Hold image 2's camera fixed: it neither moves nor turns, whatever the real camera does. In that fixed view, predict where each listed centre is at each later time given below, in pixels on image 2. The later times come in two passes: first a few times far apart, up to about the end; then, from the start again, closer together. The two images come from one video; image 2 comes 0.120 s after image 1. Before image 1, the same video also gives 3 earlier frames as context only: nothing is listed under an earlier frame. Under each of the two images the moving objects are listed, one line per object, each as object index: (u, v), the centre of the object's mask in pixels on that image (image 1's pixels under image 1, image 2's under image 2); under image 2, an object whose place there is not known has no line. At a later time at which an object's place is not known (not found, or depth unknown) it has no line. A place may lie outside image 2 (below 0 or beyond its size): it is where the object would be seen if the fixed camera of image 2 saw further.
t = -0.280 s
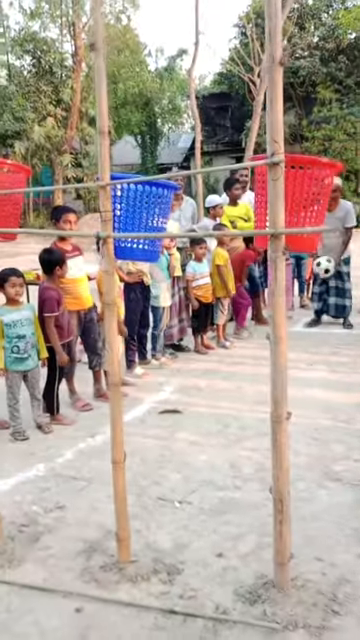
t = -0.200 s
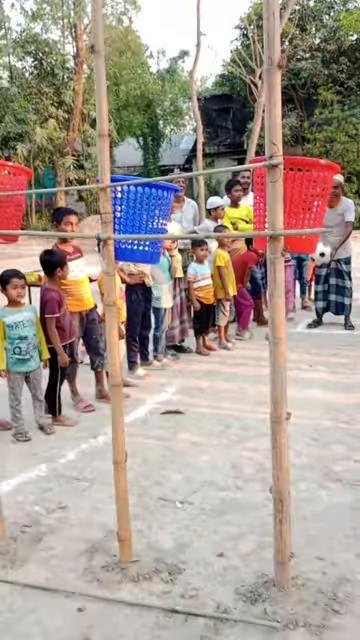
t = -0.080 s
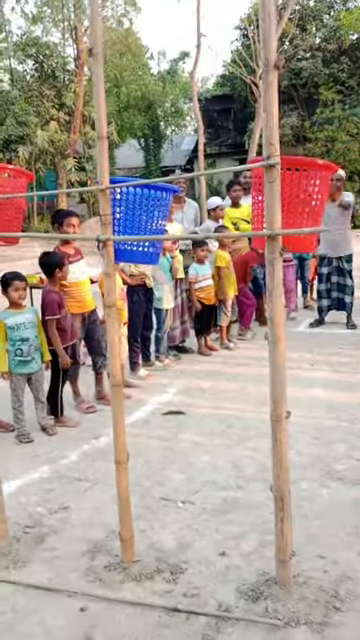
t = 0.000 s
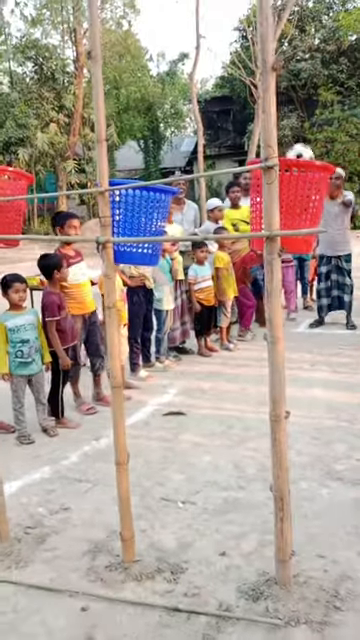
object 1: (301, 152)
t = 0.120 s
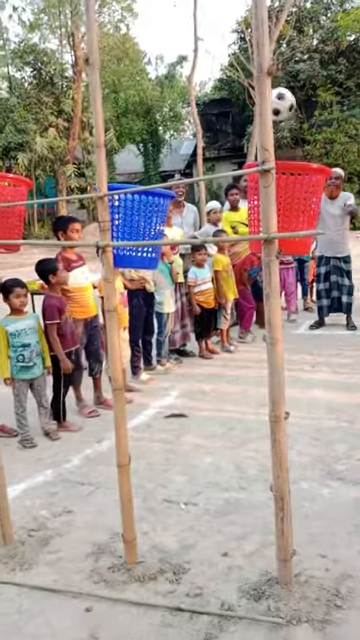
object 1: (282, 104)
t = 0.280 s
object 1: (252, 53)
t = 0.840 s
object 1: (180, 181)
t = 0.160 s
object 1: (280, 92)
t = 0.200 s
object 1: (278, 81)
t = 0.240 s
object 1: (275, 69)
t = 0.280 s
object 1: (252, 53)
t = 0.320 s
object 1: (247, 48)
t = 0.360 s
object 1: (241, 44)
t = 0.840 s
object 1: (180, 181)
